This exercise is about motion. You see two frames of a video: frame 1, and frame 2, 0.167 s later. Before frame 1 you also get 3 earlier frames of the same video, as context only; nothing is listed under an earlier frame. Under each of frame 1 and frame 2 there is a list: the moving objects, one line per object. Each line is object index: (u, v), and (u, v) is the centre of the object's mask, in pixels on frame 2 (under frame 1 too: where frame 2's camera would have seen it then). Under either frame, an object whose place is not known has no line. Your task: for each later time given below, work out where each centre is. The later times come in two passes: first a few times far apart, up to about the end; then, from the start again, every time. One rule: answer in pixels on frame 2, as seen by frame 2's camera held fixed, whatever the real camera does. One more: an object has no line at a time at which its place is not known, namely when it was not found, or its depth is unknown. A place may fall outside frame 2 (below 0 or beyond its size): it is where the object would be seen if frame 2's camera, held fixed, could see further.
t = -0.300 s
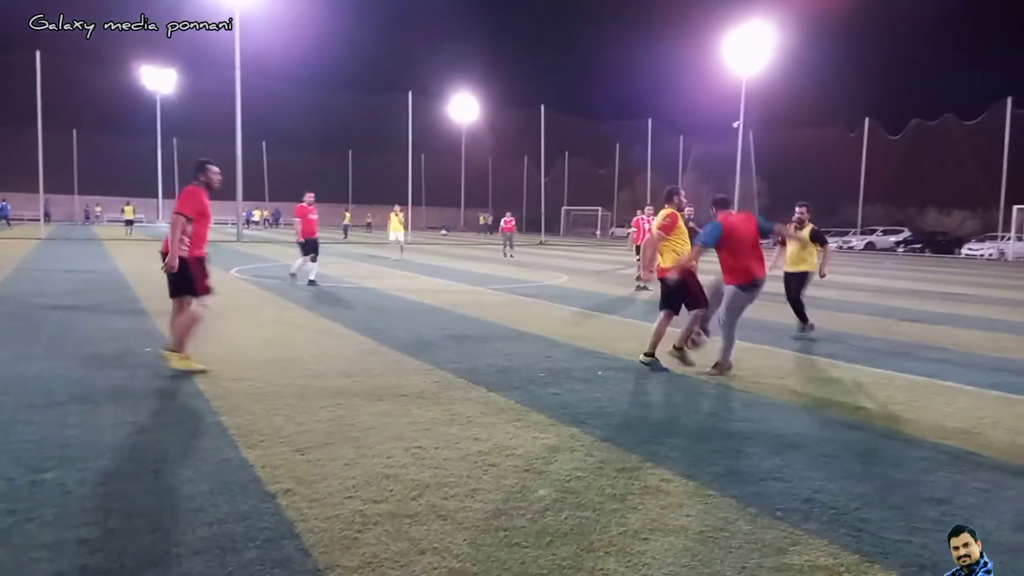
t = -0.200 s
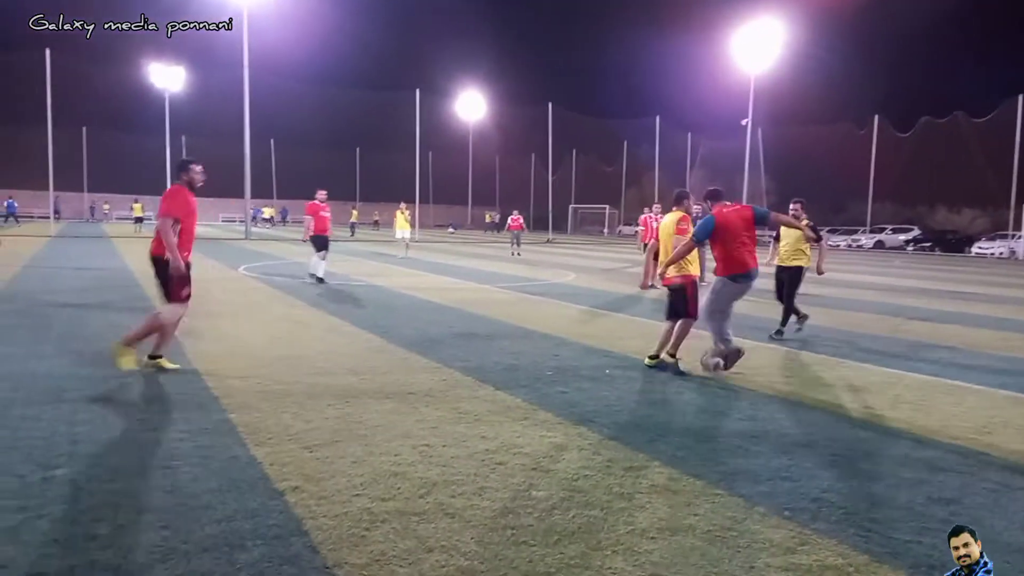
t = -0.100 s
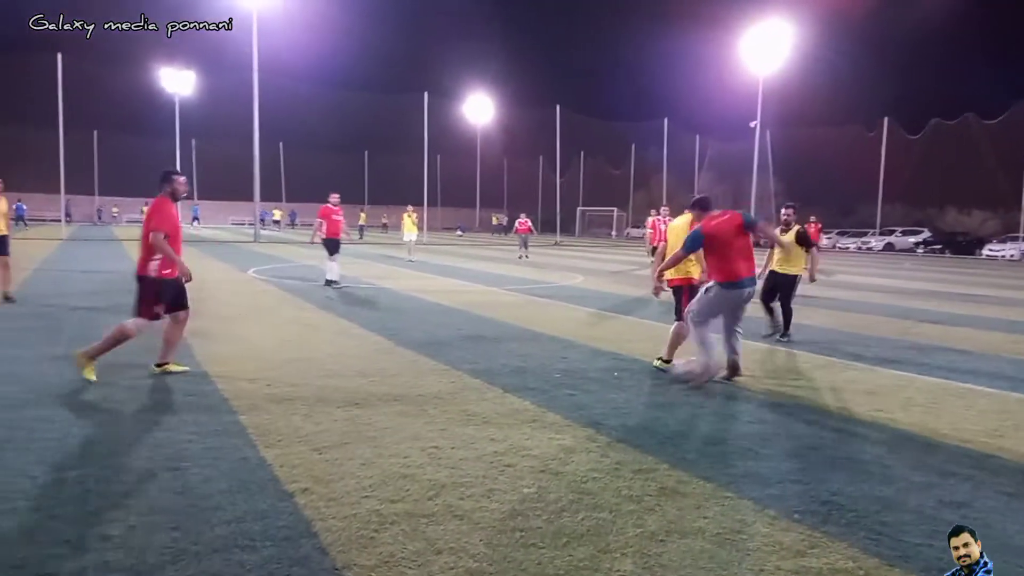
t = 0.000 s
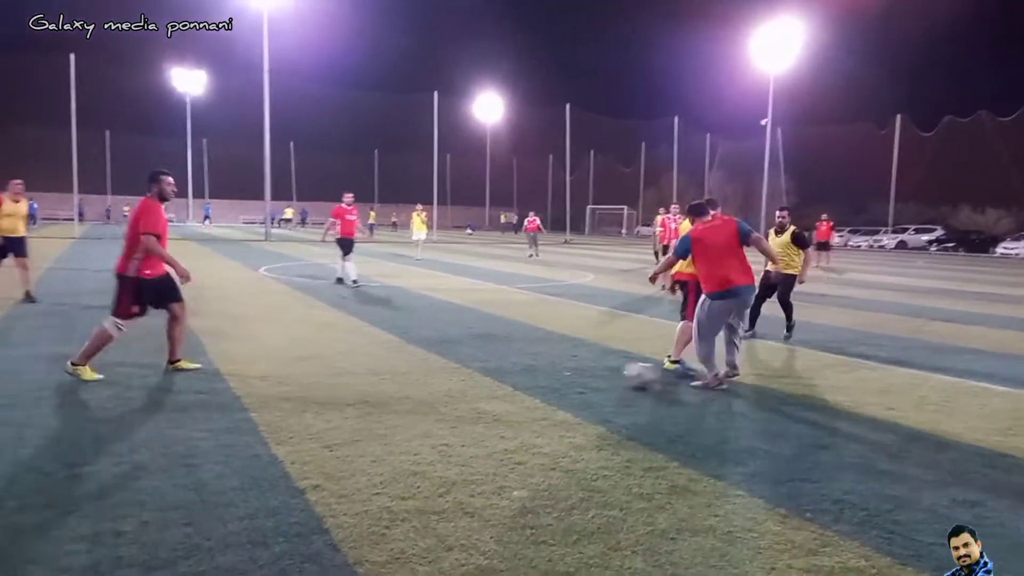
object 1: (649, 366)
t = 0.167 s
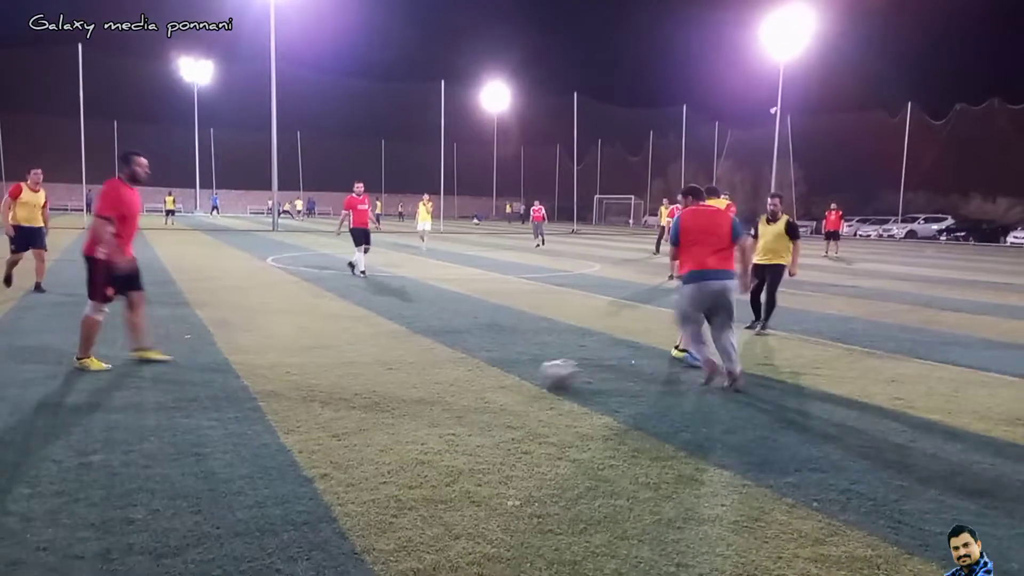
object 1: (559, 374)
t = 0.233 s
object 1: (528, 371)
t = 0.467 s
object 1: (418, 386)
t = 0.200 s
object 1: (541, 372)
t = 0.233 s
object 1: (528, 371)
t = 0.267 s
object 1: (515, 371)
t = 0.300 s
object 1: (499, 372)
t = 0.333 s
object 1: (484, 374)
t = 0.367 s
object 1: (468, 379)
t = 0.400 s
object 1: (450, 385)
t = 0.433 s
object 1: (435, 386)
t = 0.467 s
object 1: (418, 386)
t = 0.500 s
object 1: (401, 388)
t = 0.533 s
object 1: (385, 392)
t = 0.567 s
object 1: (367, 396)
